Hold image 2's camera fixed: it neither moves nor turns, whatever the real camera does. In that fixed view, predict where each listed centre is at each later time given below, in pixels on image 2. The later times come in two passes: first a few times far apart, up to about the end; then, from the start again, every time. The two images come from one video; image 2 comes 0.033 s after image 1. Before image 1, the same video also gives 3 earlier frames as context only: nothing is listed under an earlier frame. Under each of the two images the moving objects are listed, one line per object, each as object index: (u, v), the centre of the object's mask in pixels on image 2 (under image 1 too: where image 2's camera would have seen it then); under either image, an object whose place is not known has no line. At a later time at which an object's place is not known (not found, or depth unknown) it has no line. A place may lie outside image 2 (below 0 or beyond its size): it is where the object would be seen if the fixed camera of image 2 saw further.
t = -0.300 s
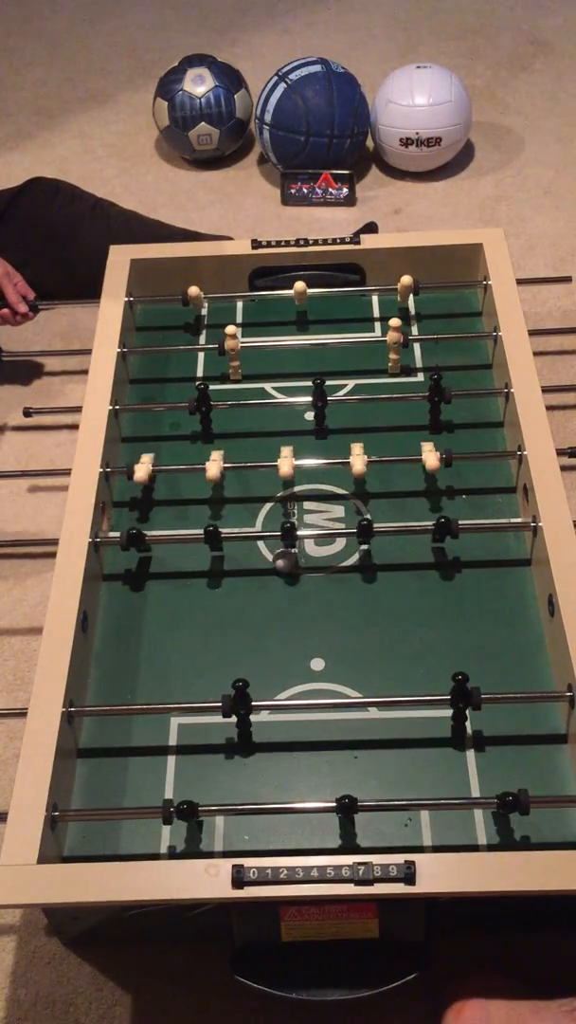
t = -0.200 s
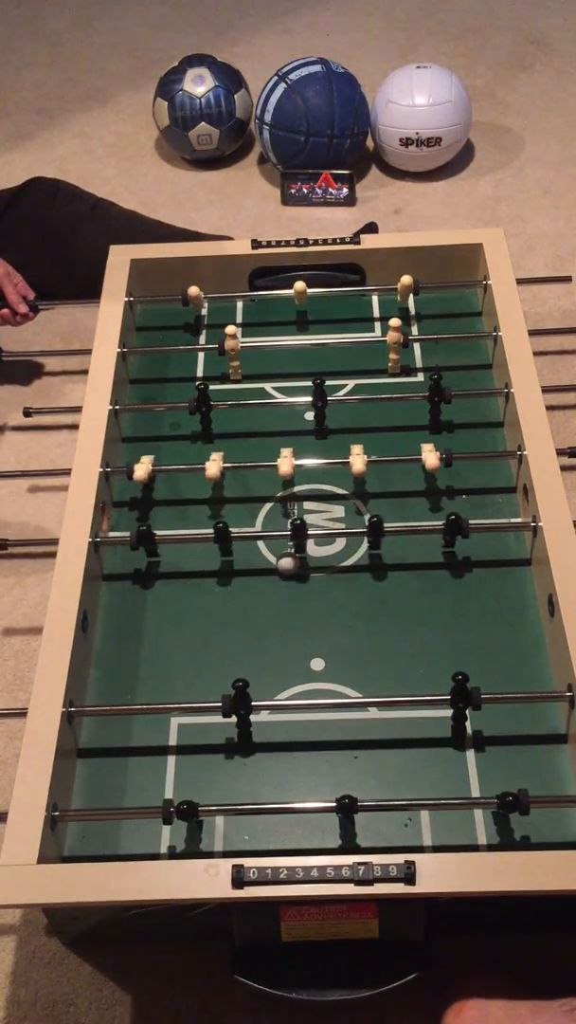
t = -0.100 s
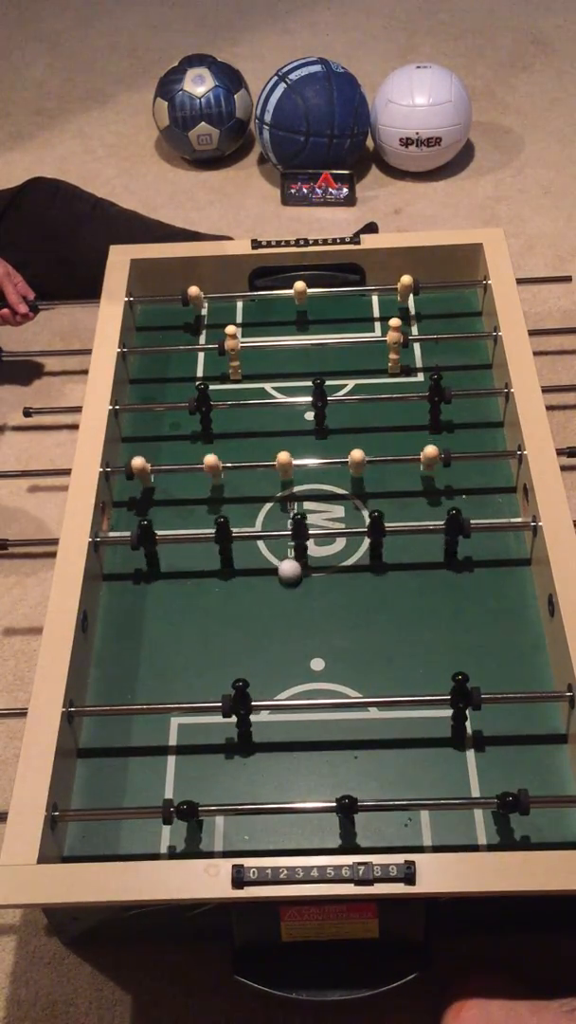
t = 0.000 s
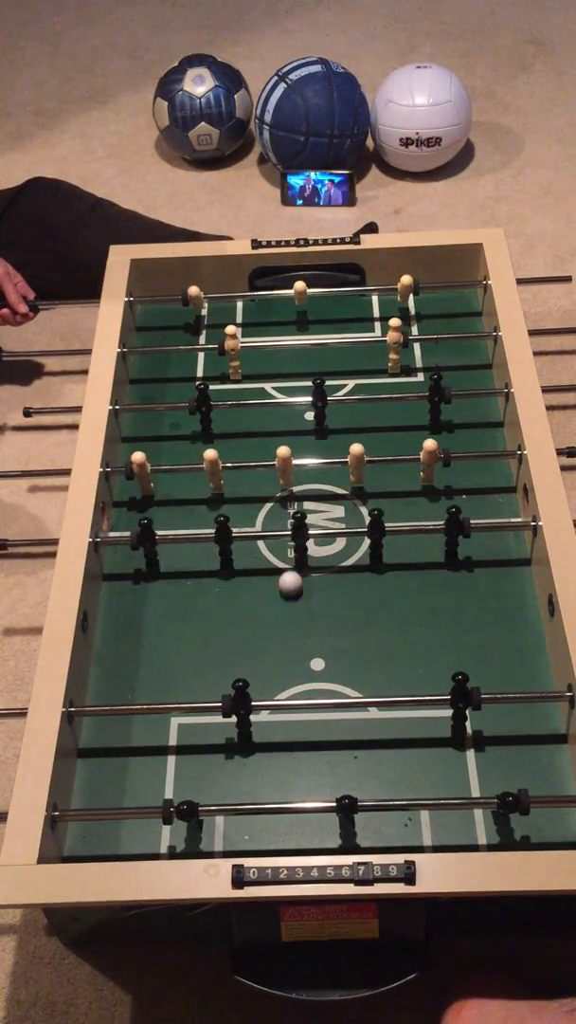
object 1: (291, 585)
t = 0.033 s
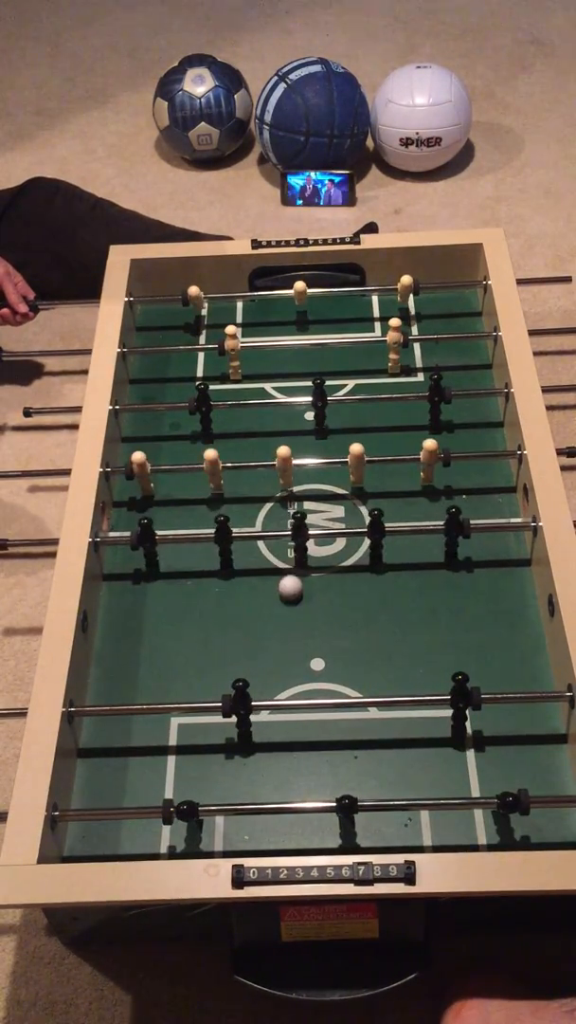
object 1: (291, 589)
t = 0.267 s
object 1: (292, 618)
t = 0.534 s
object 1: (292, 650)
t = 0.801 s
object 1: (293, 682)
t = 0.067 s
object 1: (291, 593)
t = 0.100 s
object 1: (291, 598)
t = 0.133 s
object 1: (291, 602)
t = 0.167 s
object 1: (292, 606)
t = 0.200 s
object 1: (292, 610)
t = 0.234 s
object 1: (292, 614)
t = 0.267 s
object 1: (292, 618)
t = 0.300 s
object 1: (292, 622)
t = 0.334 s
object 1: (292, 626)
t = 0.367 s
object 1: (292, 630)
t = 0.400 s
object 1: (292, 634)
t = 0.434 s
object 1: (292, 639)
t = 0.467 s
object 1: (292, 643)
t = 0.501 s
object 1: (292, 647)
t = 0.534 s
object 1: (292, 650)
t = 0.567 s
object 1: (292, 655)
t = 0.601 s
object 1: (292, 659)
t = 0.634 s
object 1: (292, 663)
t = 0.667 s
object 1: (293, 667)
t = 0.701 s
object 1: (293, 670)
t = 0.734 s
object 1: (293, 675)
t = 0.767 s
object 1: (293, 679)
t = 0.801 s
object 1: (293, 682)
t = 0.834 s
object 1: (293, 686)
